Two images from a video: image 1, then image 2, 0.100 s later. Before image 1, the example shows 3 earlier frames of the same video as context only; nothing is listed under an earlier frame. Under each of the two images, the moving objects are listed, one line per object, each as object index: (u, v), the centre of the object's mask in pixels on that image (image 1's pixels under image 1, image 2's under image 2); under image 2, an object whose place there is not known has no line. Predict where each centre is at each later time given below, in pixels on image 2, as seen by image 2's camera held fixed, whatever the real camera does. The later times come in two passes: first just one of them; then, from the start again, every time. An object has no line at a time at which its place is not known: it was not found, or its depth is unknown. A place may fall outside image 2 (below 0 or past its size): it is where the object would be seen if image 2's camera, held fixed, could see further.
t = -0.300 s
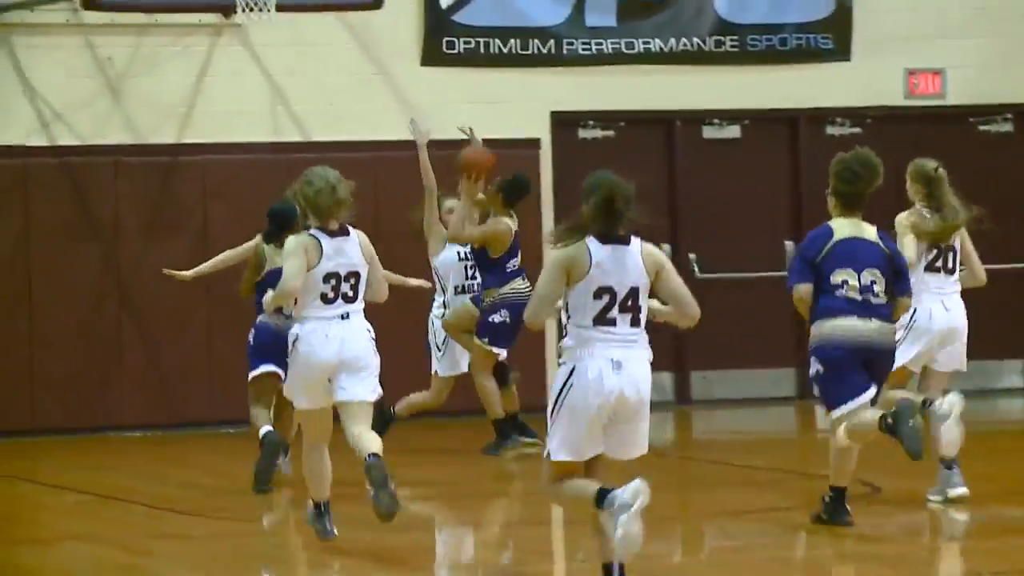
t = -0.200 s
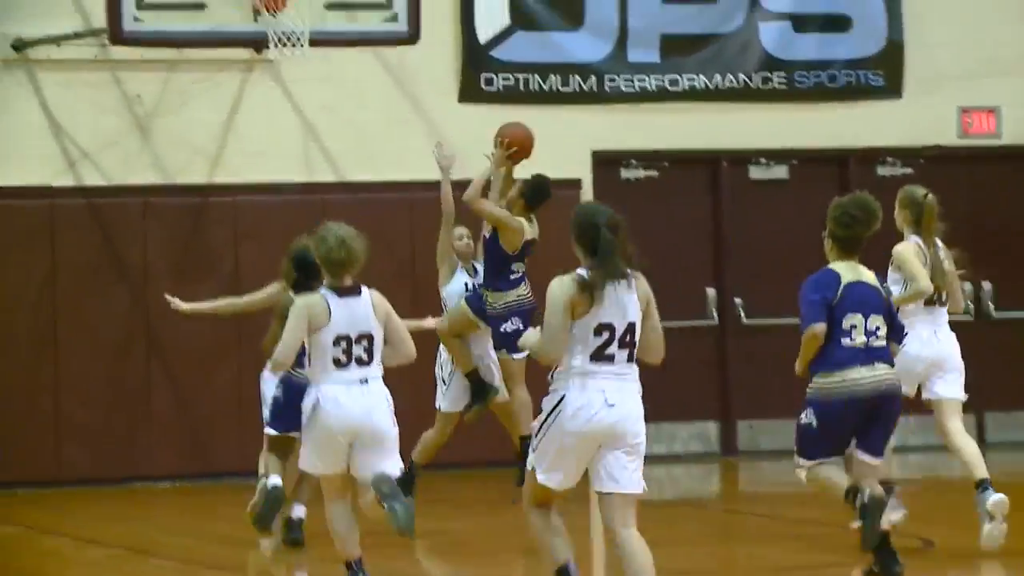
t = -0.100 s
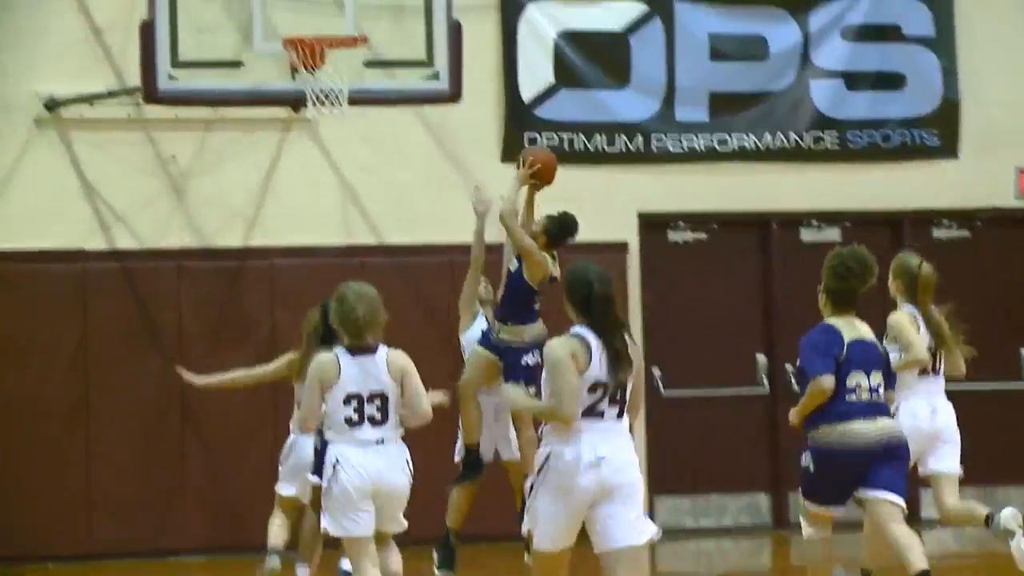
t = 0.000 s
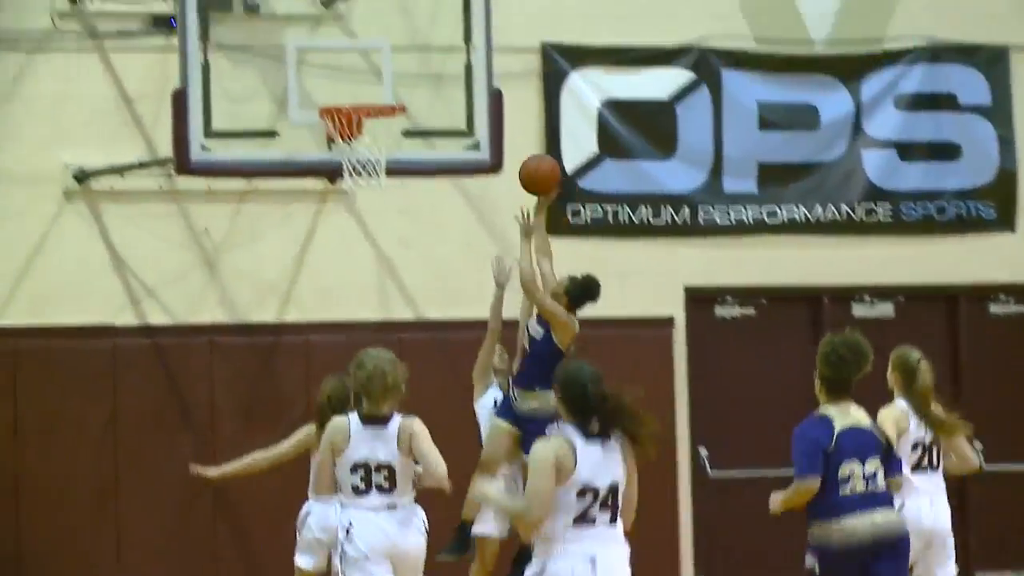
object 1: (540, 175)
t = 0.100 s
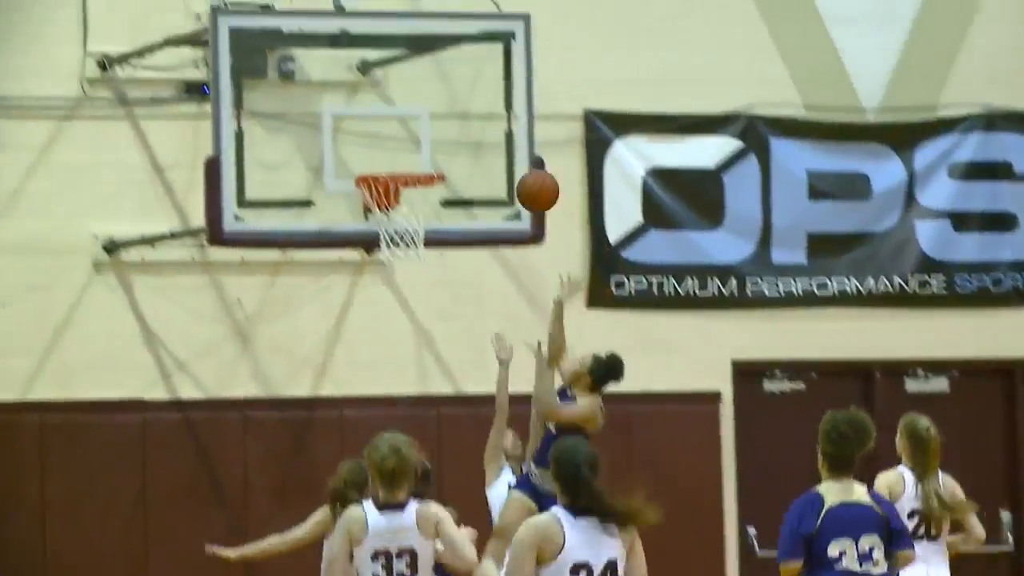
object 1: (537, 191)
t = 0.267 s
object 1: (466, 143)
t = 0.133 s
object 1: (523, 177)
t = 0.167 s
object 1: (509, 165)
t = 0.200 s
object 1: (494, 156)
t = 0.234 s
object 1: (480, 148)
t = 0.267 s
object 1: (466, 143)
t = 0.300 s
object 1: (453, 140)
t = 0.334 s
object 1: (439, 138)
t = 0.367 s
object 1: (425, 138)
